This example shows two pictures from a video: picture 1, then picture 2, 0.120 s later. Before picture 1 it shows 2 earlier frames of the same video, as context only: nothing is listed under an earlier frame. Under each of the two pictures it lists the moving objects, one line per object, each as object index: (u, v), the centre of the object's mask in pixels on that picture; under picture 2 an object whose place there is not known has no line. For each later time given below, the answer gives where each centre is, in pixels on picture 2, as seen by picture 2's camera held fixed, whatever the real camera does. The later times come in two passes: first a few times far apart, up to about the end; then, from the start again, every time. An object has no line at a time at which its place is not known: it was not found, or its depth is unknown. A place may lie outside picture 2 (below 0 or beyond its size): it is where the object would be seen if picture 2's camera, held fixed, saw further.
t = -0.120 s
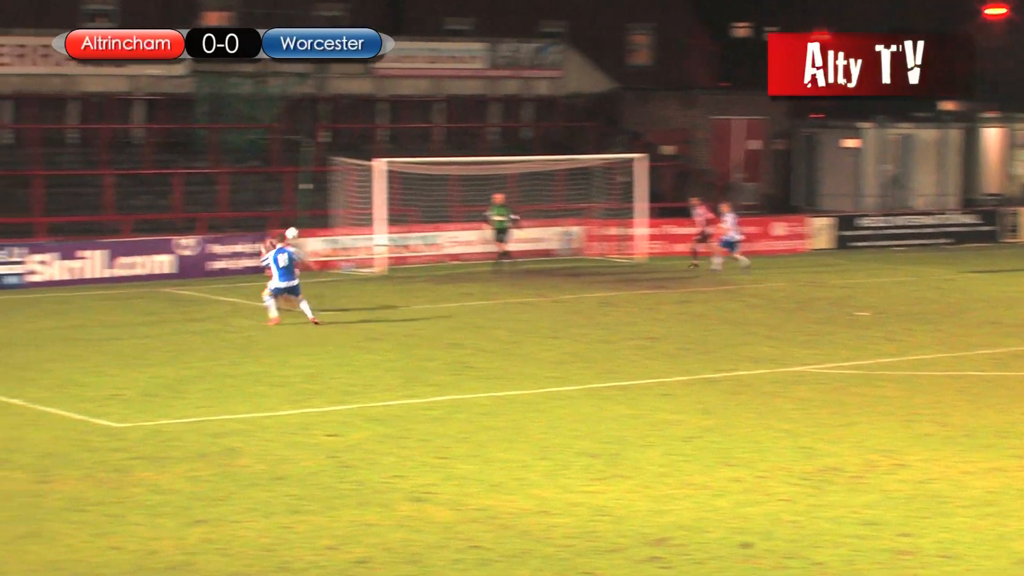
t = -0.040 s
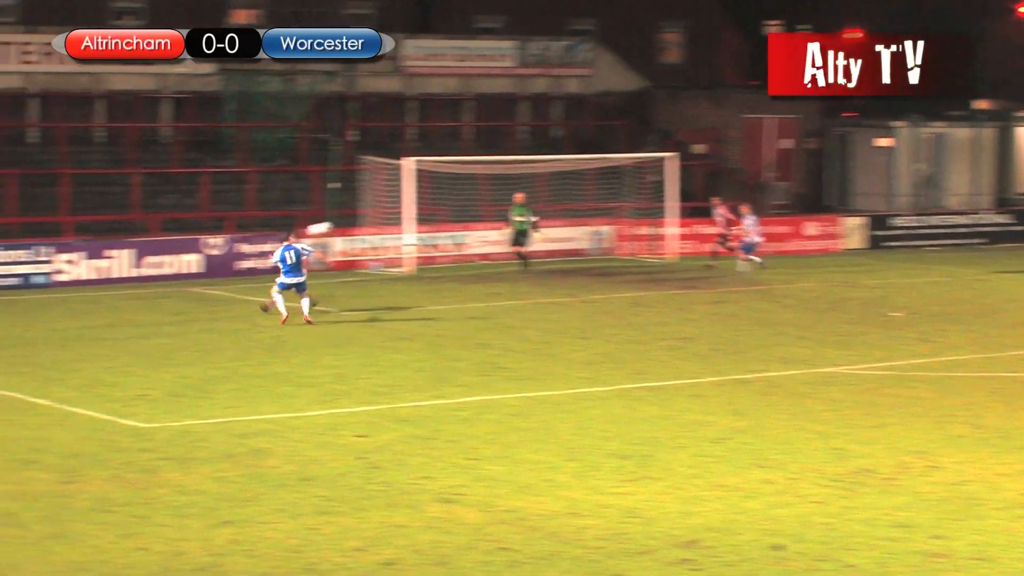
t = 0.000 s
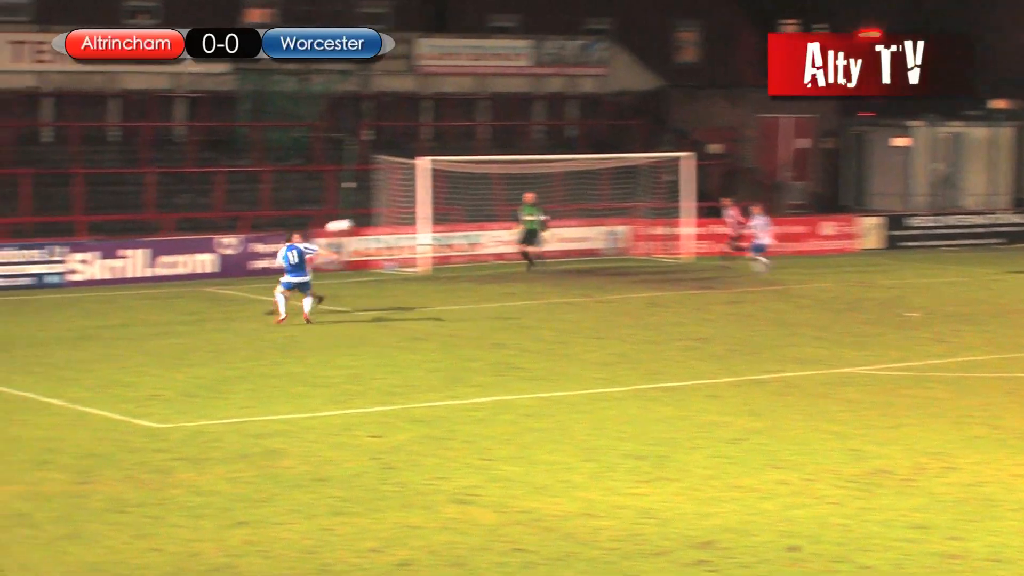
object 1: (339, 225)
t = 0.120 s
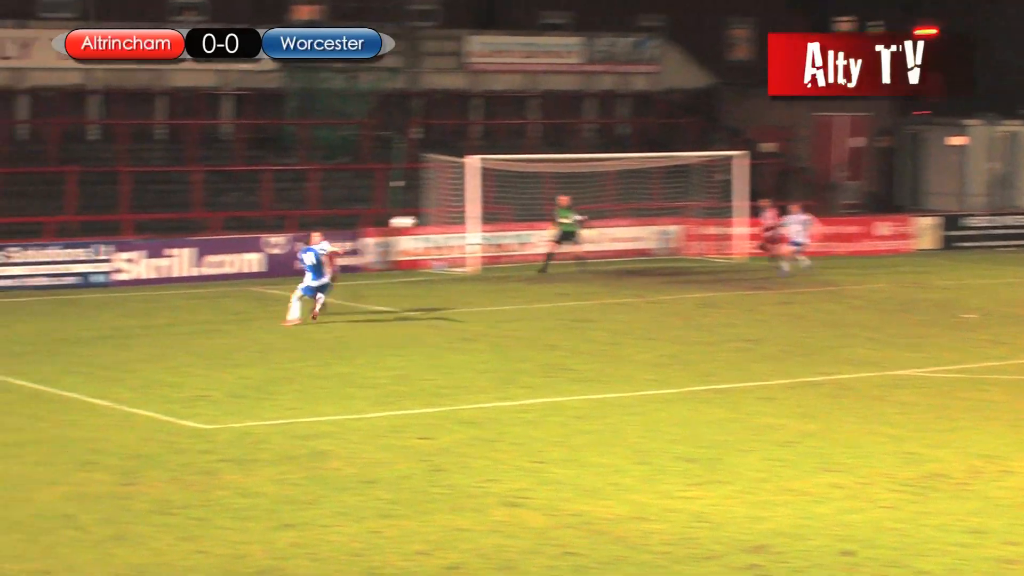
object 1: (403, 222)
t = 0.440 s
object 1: (443, 254)
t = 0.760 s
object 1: (483, 330)
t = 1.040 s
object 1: (505, 293)
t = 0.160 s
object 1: (407, 223)
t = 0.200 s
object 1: (412, 224)
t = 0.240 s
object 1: (417, 227)
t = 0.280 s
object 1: (423, 230)
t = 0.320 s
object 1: (428, 234)
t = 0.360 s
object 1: (433, 240)
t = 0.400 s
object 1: (438, 246)
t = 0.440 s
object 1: (443, 254)
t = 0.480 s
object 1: (449, 262)
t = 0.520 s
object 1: (453, 271)
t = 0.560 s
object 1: (459, 281)
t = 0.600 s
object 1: (464, 292)
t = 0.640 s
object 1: (469, 304)
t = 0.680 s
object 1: (474, 316)
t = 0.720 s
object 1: (479, 330)
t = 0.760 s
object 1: (483, 330)
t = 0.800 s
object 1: (486, 322)
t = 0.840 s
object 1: (489, 314)
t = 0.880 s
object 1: (492, 308)
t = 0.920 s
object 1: (495, 302)
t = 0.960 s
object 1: (499, 298)
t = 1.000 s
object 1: (502, 295)
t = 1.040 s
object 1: (505, 293)
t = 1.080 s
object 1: (508, 291)
